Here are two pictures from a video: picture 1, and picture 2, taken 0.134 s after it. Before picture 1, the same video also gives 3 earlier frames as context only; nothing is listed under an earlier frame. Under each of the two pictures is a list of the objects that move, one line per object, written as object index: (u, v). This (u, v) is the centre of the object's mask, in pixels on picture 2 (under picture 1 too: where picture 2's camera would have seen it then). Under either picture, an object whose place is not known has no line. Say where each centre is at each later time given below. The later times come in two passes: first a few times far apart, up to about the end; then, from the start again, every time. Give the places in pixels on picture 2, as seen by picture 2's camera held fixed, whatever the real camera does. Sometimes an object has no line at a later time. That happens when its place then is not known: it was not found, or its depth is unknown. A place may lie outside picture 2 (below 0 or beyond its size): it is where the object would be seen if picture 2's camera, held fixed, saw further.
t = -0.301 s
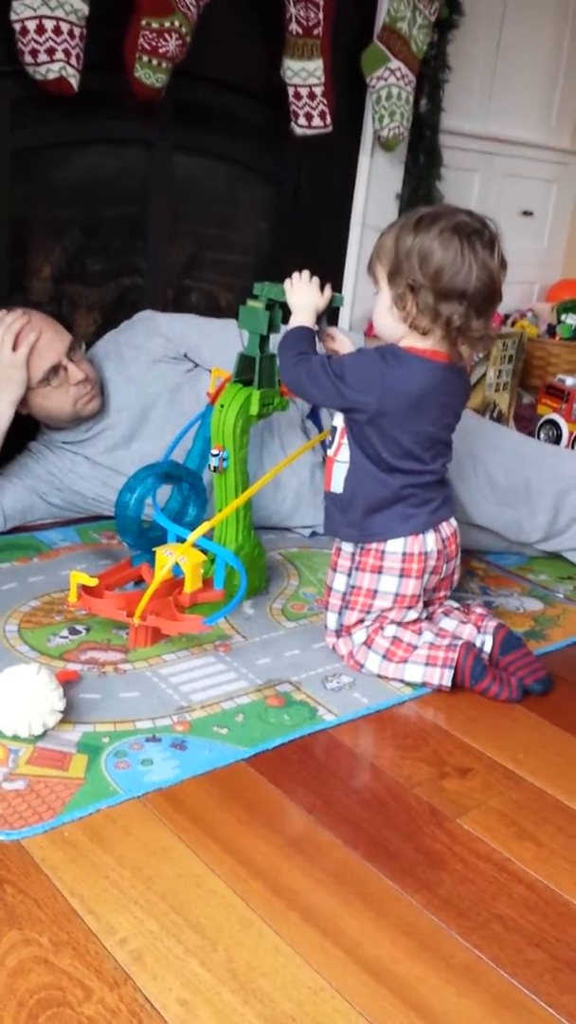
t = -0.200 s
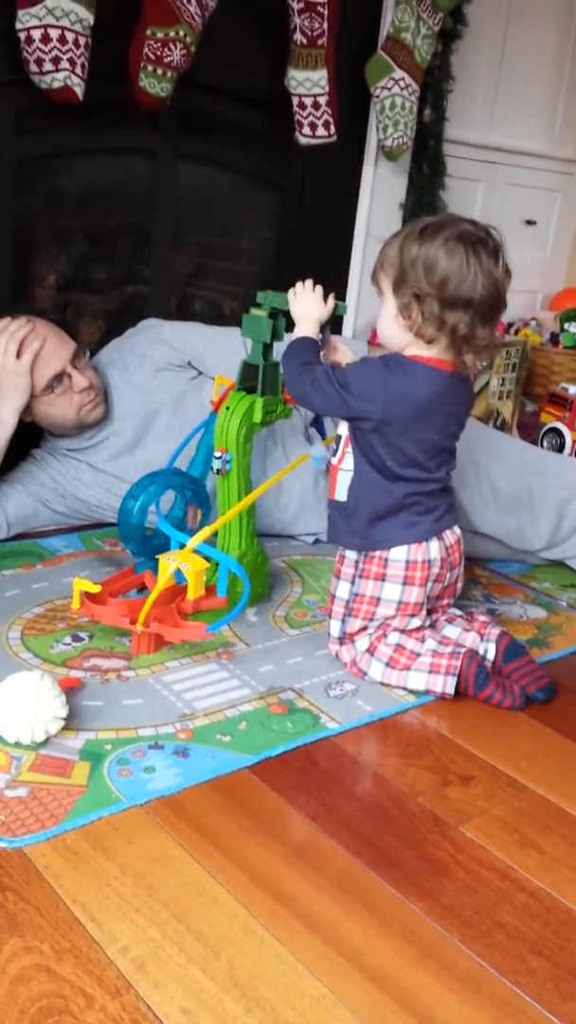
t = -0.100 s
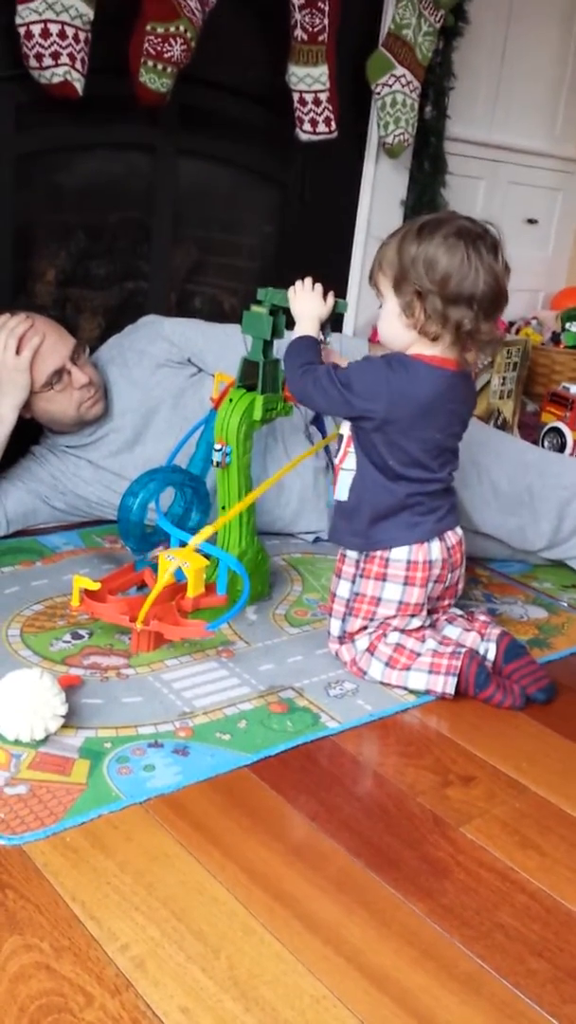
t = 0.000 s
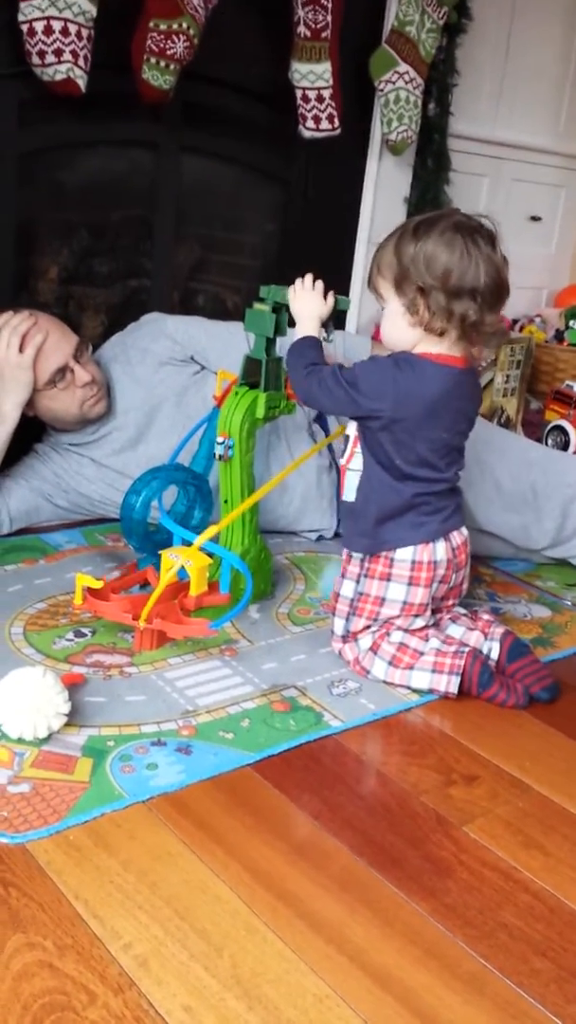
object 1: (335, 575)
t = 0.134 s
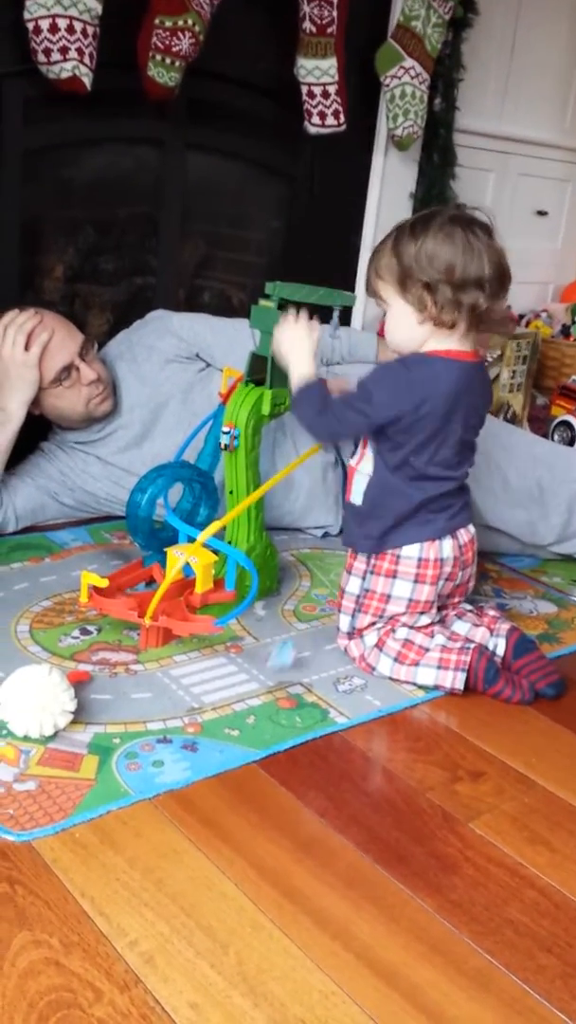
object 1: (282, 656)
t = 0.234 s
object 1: (255, 692)
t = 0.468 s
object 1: (229, 773)
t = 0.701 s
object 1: (236, 823)
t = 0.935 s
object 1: (239, 834)
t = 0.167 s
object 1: (267, 676)
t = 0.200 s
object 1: (262, 677)
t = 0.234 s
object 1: (255, 692)
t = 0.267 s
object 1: (251, 706)
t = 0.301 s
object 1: (242, 711)
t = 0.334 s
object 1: (236, 726)
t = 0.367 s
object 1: (230, 740)
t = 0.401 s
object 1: (227, 748)
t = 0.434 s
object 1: (227, 758)
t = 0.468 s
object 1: (229, 773)
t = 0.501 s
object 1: (229, 782)
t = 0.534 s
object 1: (230, 790)
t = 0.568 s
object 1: (232, 798)
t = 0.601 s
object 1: (233, 806)
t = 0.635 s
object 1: (234, 812)
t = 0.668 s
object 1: (235, 818)
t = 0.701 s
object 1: (236, 823)
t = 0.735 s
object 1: (237, 827)
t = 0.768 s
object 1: (238, 830)
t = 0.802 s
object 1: (238, 832)
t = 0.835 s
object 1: (239, 833)
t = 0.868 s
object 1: (239, 834)
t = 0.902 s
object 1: (239, 834)
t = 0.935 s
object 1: (239, 834)
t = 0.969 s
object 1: (239, 833)
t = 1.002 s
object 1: (239, 834)
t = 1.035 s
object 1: (239, 834)
